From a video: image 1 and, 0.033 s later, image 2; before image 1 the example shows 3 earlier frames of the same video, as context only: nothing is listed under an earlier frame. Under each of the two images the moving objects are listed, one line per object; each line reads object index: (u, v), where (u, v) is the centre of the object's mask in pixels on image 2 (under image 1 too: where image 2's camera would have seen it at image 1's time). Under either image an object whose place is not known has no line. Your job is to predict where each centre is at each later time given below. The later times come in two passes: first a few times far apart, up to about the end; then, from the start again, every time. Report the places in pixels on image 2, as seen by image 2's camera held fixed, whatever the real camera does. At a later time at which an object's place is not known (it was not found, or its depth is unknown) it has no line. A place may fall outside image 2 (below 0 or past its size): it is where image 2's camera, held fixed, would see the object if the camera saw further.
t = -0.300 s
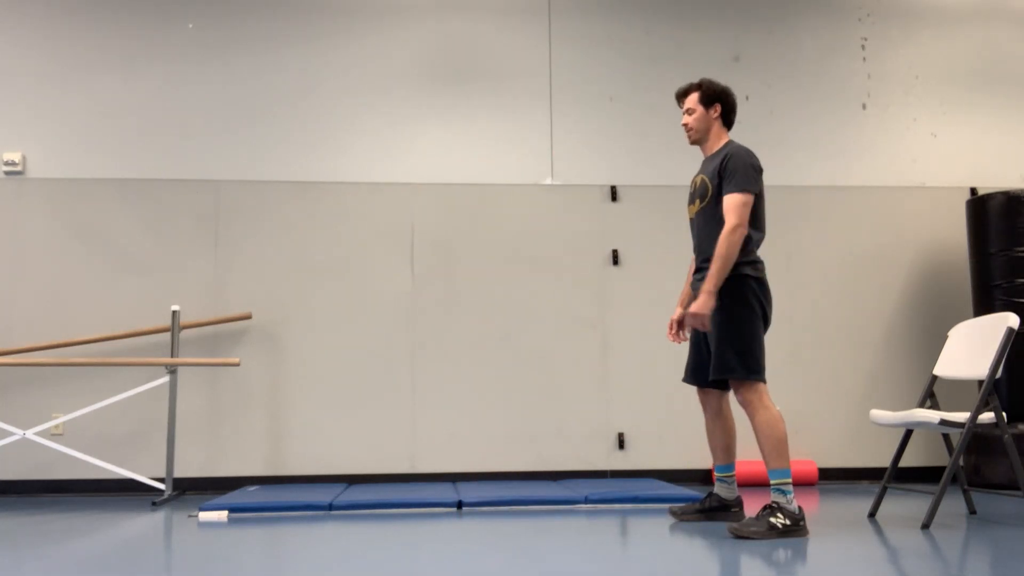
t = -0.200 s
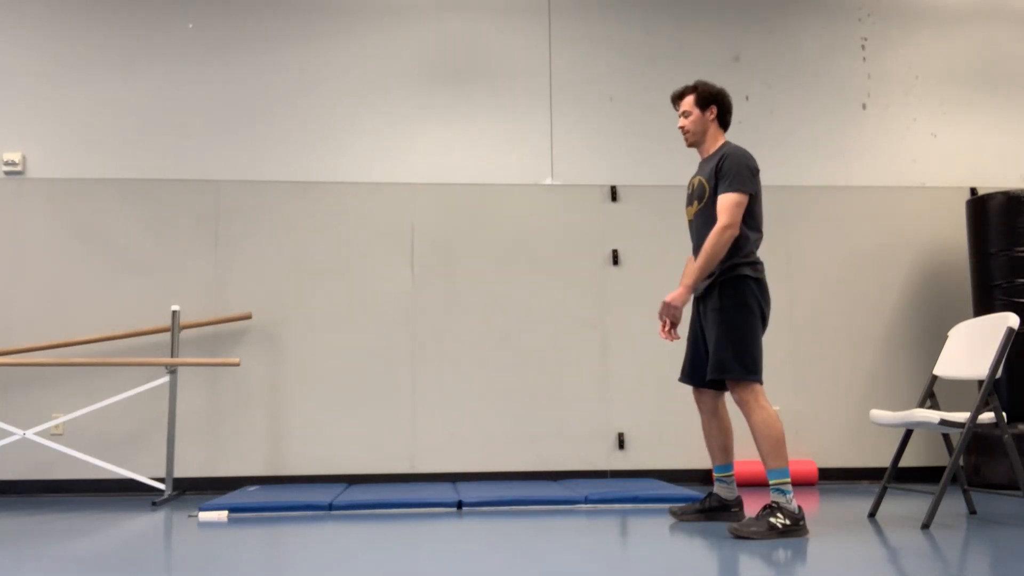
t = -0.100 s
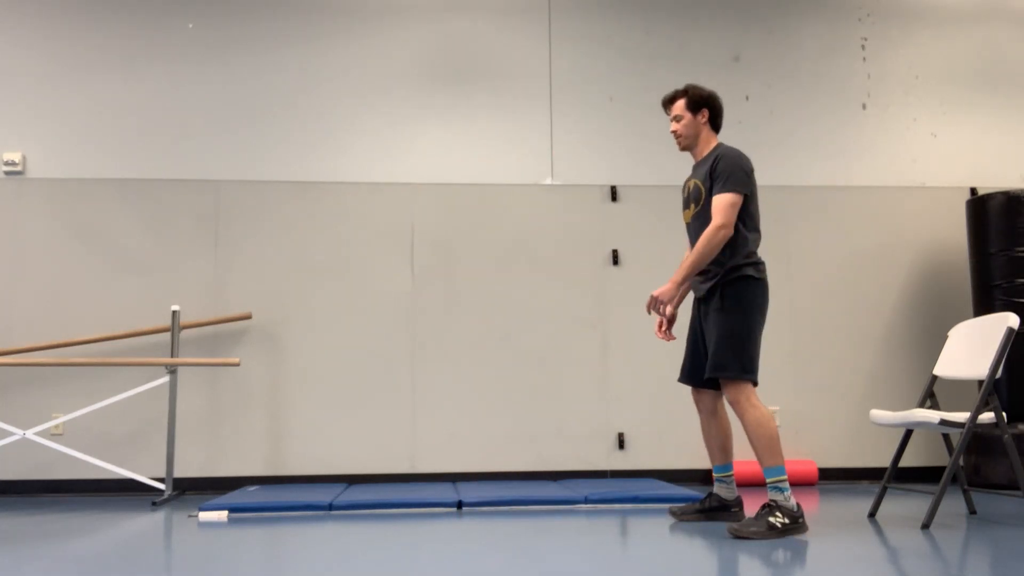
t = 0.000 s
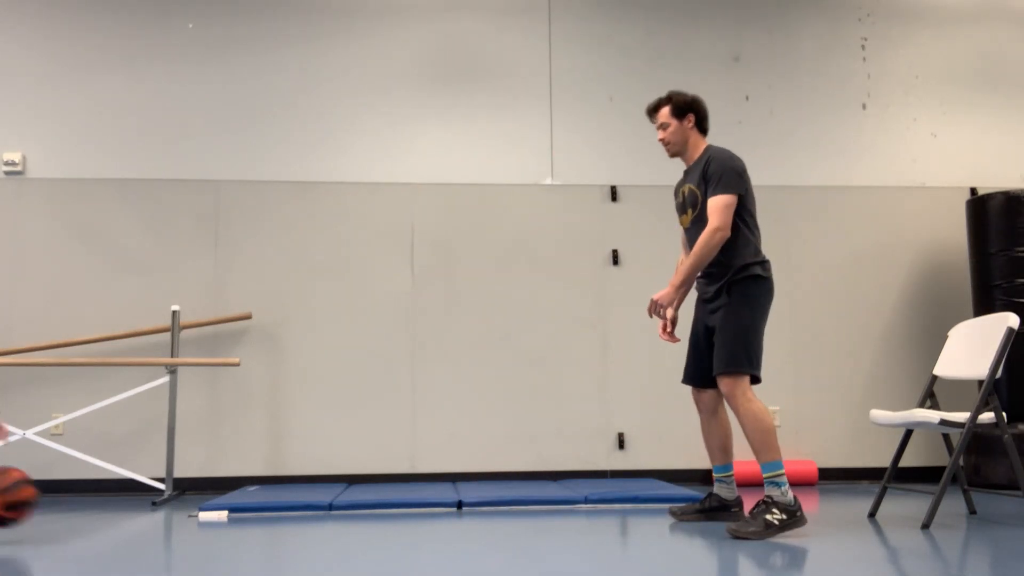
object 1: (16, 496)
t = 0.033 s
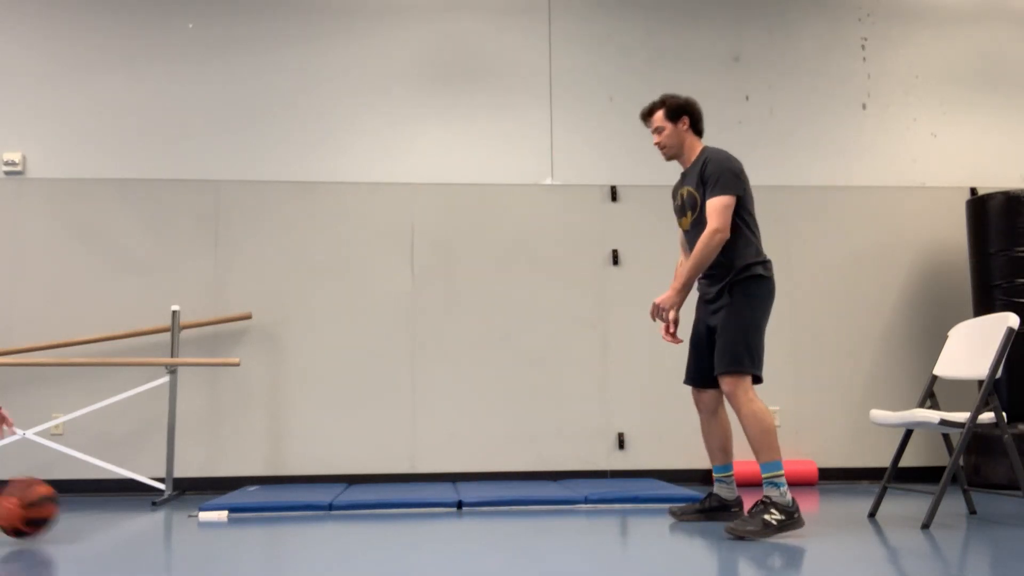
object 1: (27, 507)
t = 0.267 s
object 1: (139, 504)
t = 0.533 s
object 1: (265, 506)
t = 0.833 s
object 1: (404, 506)
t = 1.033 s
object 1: (491, 504)
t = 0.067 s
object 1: (45, 514)
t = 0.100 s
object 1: (61, 506)
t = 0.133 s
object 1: (76, 500)
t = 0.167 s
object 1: (92, 497)
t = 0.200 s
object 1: (108, 496)
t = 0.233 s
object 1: (123, 498)
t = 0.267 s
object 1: (139, 504)
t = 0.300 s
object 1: (155, 512)
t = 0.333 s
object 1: (172, 508)
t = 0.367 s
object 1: (188, 505)
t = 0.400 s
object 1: (204, 504)
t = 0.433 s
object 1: (219, 506)
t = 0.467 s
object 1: (234, 510)
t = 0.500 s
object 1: (250, 508)
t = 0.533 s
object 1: (265, 506)
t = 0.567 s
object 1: (280, 507)
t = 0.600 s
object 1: (296, 509)
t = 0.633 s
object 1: (311, 506)
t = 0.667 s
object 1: (328, 507)
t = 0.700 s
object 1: (343, 507)
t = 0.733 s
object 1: (358, 507)
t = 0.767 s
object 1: (374, 506)
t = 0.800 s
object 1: (389, 506)
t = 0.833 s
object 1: (404, 506)
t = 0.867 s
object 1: (419, 506)
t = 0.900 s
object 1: (433, 505)
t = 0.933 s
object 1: (448, 505)
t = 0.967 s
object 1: (463, 505)
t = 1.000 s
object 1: (476, 504)
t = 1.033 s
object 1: (491, 504)
